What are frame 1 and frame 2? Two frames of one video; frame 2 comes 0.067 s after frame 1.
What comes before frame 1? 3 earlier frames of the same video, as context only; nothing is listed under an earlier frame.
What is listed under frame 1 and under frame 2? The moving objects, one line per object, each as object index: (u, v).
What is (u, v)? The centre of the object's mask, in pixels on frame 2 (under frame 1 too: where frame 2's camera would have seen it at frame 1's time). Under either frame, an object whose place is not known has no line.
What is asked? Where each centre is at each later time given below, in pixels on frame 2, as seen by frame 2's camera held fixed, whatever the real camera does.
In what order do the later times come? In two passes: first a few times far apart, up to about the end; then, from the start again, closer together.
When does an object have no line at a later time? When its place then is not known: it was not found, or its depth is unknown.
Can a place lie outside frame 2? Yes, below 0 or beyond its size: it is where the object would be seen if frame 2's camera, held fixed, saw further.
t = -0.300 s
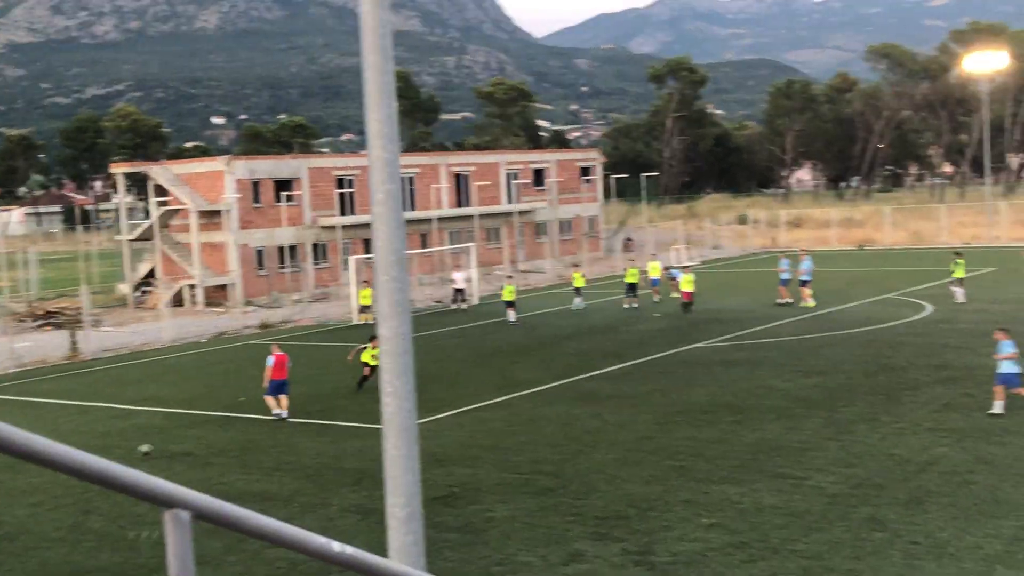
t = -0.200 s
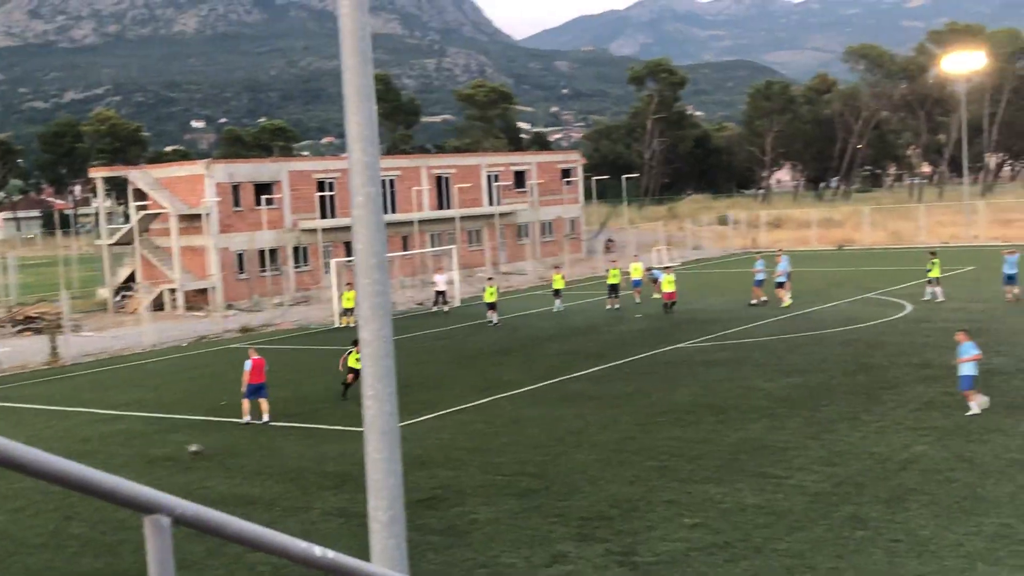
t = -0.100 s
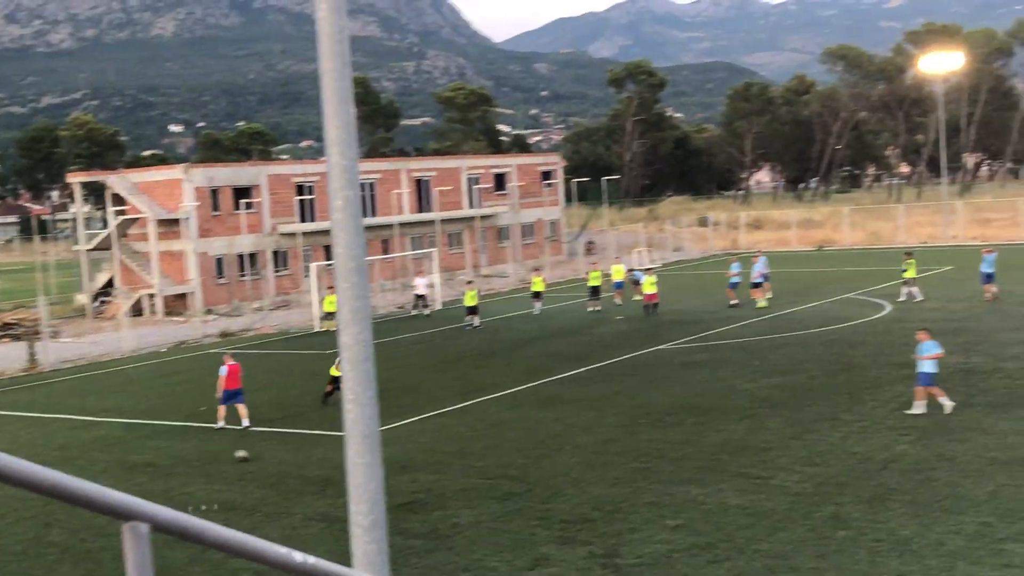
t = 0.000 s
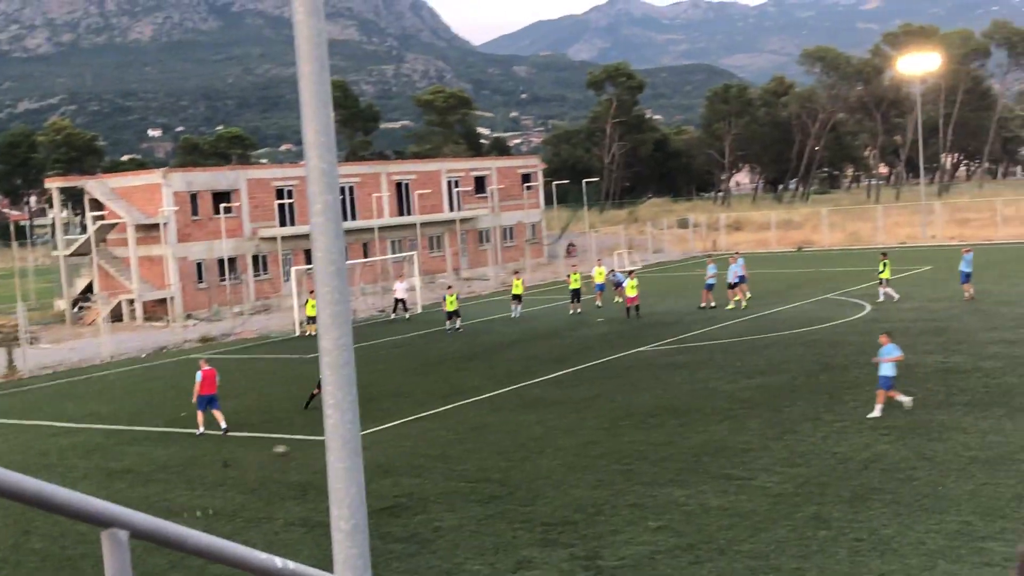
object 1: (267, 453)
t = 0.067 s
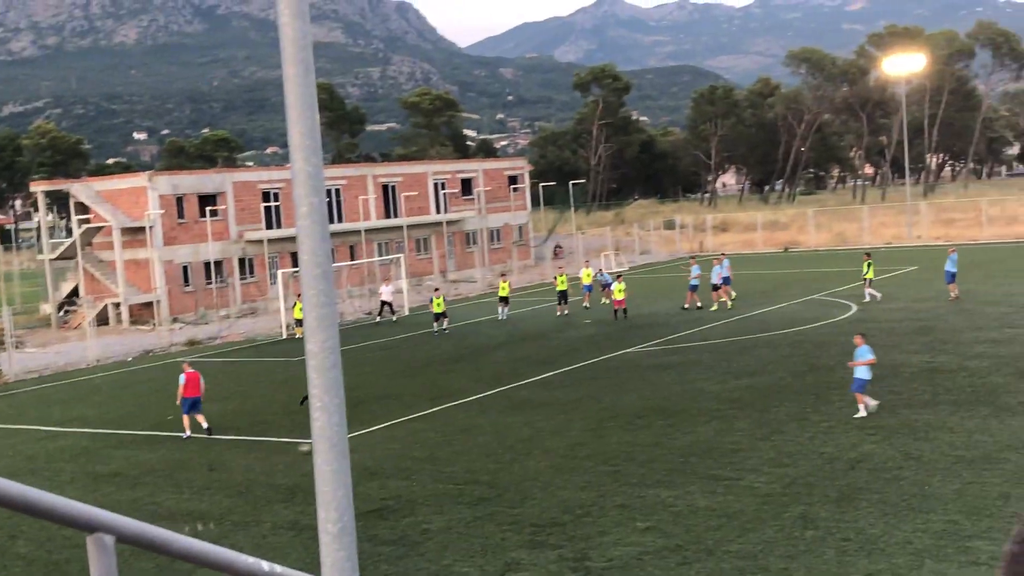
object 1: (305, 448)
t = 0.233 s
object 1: (397, 443)
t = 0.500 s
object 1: (530, 434)
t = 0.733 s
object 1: (639, 422)
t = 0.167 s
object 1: (362, 447)
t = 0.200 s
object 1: (380, 448)
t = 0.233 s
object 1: (397, 443)
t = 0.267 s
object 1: (414, 440)
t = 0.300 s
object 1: (431, 437)
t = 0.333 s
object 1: (448, 435)
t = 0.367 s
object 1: (465, 434)
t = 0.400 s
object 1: (482, 433)
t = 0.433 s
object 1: (498, 434)
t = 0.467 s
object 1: (515, 435)
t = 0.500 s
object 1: (530, 434)
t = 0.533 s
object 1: (546, 431)
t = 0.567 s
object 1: (562, 429)
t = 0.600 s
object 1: (577, 427)
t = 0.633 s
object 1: (593, 427)
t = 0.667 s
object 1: (609, 427)
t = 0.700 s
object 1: (623, 424)
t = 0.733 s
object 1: (639, 422)
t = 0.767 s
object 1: (653, 421)
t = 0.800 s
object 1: (669, 420)
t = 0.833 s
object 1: (683, 419)
